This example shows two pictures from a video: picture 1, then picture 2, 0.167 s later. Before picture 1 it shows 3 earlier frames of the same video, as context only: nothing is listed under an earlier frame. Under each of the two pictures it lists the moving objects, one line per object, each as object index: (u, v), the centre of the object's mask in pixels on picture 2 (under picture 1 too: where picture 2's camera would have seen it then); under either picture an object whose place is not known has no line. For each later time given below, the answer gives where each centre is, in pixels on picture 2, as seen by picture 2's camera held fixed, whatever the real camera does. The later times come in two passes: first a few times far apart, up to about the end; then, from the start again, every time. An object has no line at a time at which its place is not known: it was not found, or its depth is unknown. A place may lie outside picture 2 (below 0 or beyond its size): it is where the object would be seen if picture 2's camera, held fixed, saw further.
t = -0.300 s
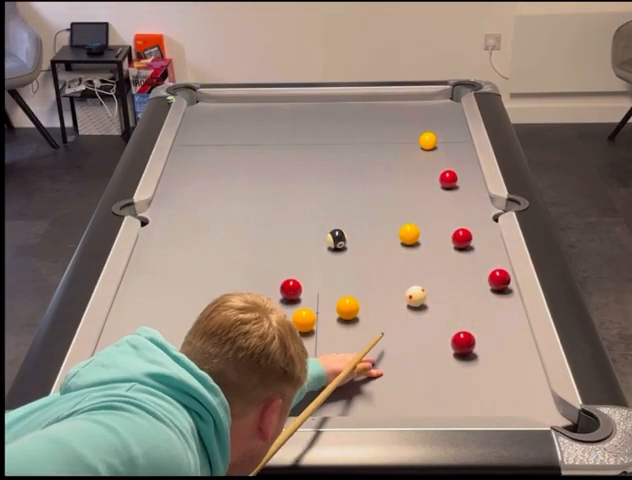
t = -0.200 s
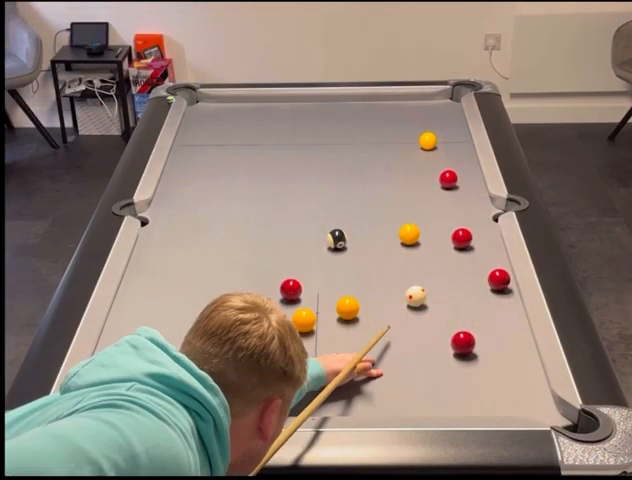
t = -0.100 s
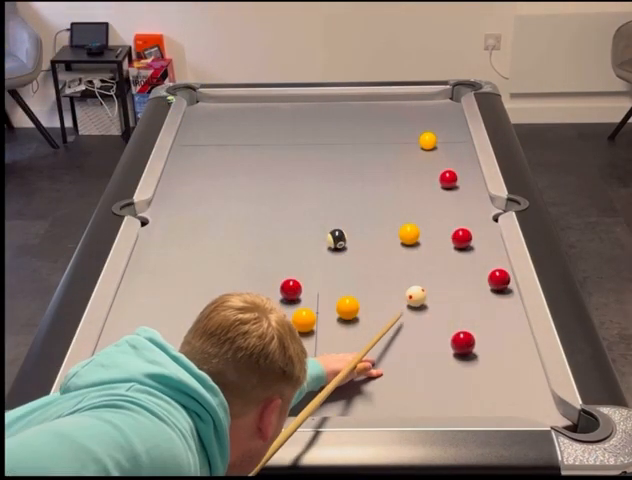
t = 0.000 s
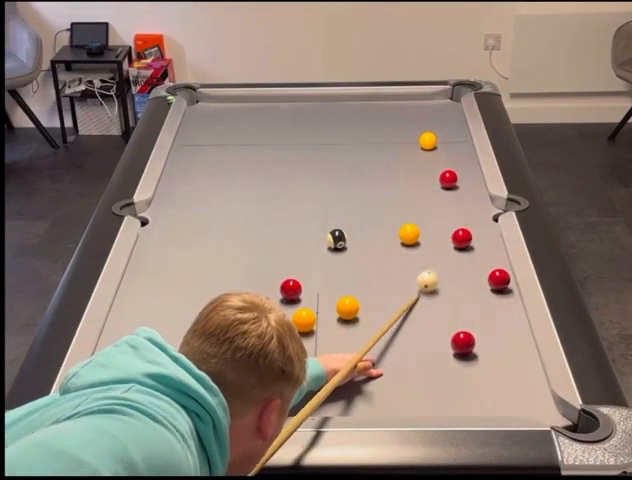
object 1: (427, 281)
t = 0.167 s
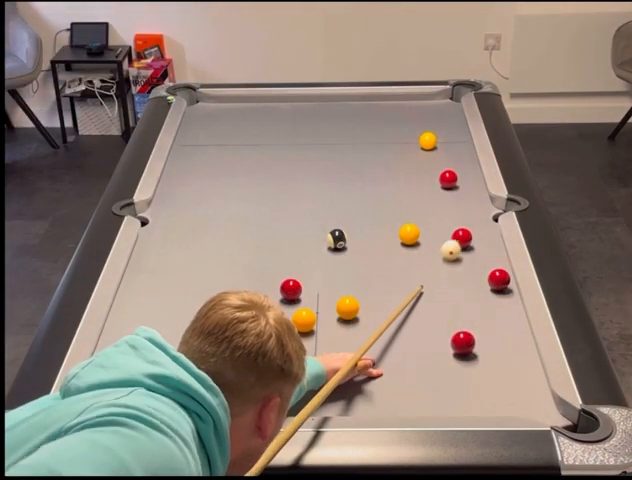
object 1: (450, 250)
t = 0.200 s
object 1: (452, 247)
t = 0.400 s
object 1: (443, 247)
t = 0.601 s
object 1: (436, 246)
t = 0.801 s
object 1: (430, 246)
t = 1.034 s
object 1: (425, 246)
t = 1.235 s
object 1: (423, 245)
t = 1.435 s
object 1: (422, 245)
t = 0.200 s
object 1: (452, 247)
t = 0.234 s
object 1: (451, 247)
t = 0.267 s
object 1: (449, 247)
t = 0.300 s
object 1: (447, 247)
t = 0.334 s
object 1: (446, 247)
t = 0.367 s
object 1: (444, 247)
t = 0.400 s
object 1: (443, 247)
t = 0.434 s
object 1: (442, 246)
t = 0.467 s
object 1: (440, 246)
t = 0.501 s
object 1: (439, 246)
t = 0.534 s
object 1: (438, 246)
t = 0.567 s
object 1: (437, 246)
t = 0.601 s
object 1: (436, 246)
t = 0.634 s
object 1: (435, 246)
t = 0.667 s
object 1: (434, 246)
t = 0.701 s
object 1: (433, 246)
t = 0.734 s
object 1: (432, 246)
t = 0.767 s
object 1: (431, 246)
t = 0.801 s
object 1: (430, 246)
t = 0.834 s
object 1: (429, 246)
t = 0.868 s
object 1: (428, 246)
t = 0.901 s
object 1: (428, 246)
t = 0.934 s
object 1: (427, 246)
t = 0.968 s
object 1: (427, 246)
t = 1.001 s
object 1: (426, 246)
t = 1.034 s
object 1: (425, 246)
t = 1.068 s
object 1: (425, 245)
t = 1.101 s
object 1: (424, 245)
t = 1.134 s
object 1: (424, 245)
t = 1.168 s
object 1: (423, 245)
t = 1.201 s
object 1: (423, 245)
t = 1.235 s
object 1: (423, 245)
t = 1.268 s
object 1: (423, 245)
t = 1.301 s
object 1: (423, 245)
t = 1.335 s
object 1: (423, 245)
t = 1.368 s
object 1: (422, 245)
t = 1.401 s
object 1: (422, 245)
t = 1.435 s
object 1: (422, 245)
